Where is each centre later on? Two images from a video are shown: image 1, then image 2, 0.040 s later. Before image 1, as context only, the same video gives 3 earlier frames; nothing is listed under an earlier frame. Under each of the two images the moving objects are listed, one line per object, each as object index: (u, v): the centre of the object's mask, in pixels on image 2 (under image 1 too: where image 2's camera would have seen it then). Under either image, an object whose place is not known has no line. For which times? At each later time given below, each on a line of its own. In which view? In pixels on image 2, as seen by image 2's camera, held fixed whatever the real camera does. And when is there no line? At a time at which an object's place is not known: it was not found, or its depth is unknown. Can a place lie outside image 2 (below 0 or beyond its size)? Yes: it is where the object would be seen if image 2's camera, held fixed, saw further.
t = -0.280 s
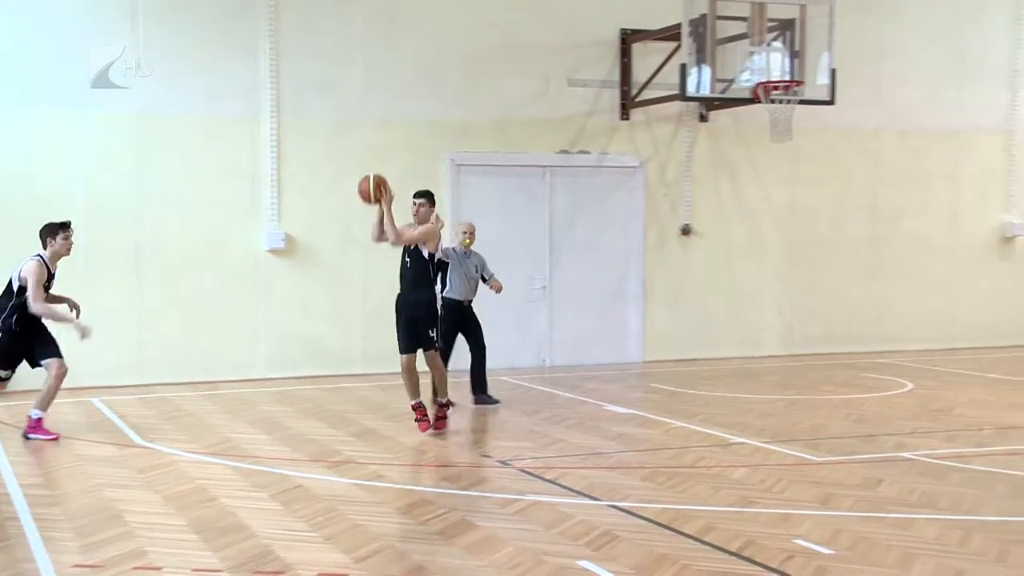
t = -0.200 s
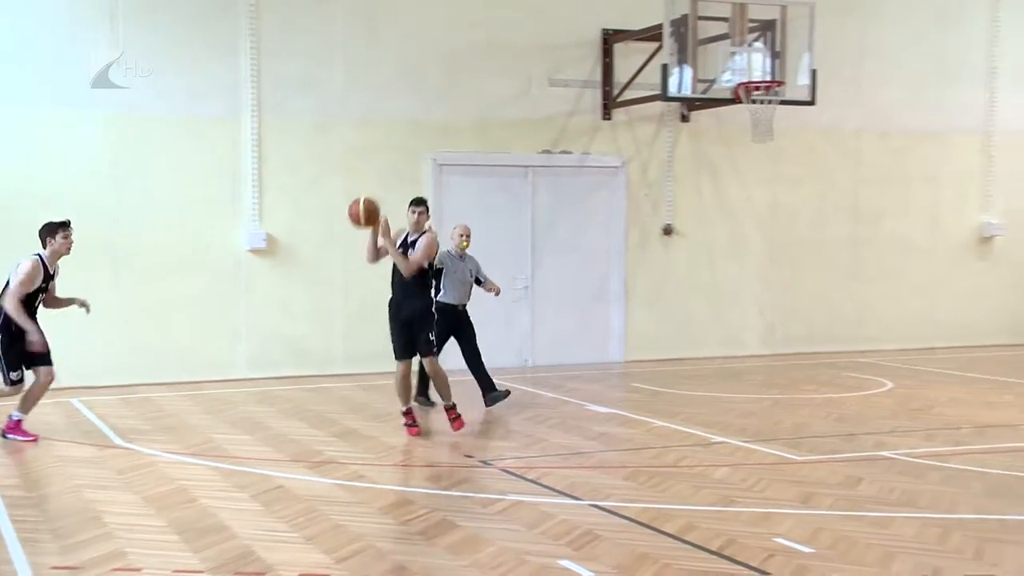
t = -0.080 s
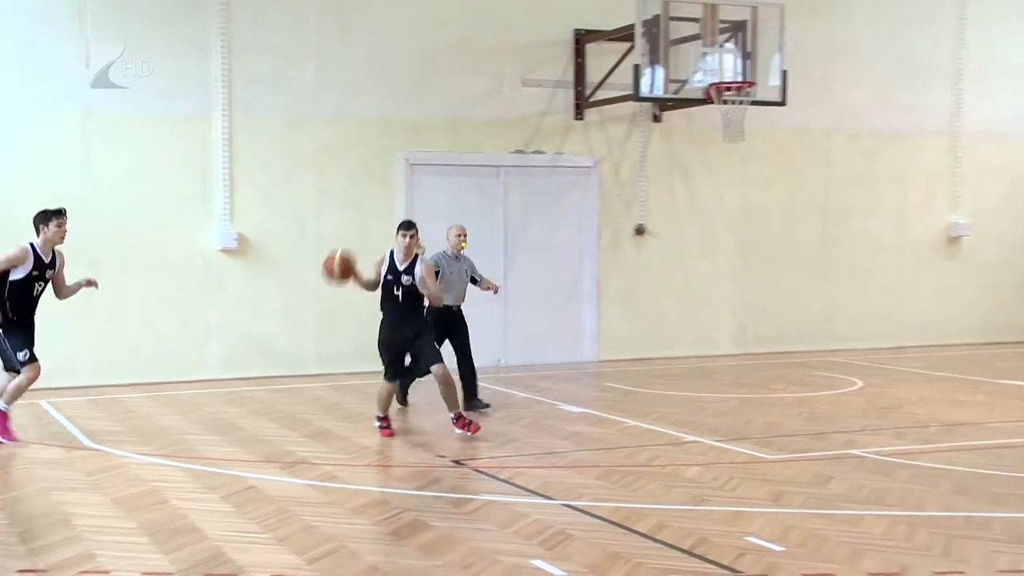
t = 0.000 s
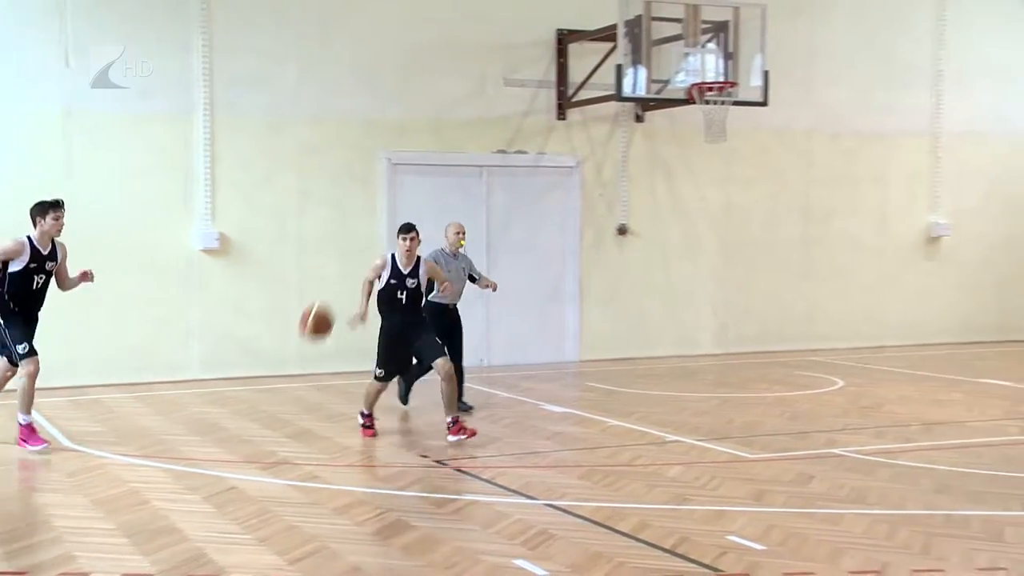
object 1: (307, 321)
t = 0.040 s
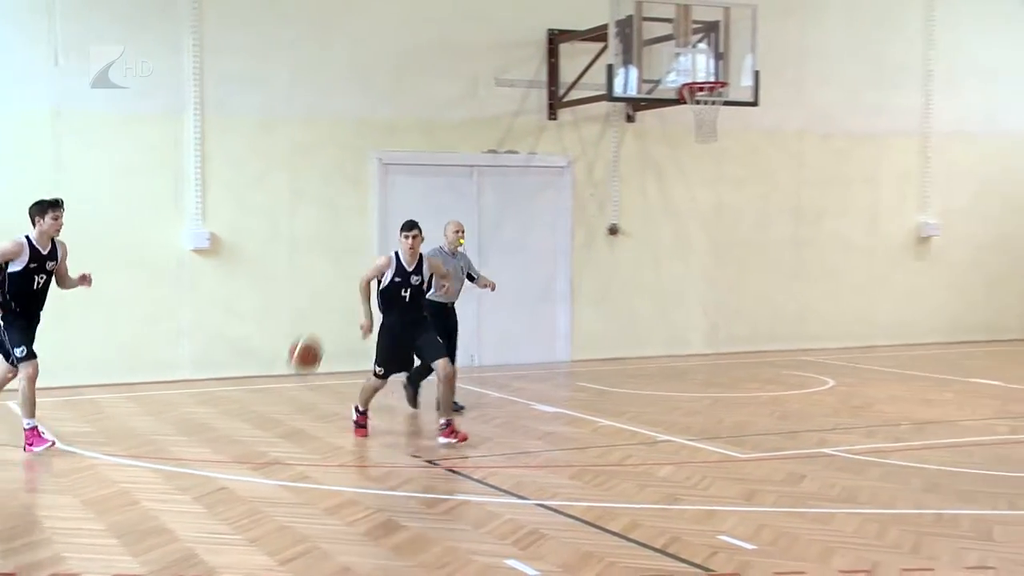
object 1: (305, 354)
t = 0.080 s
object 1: (303, 391)
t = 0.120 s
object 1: (302, 428)
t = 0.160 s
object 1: (299, 436)
